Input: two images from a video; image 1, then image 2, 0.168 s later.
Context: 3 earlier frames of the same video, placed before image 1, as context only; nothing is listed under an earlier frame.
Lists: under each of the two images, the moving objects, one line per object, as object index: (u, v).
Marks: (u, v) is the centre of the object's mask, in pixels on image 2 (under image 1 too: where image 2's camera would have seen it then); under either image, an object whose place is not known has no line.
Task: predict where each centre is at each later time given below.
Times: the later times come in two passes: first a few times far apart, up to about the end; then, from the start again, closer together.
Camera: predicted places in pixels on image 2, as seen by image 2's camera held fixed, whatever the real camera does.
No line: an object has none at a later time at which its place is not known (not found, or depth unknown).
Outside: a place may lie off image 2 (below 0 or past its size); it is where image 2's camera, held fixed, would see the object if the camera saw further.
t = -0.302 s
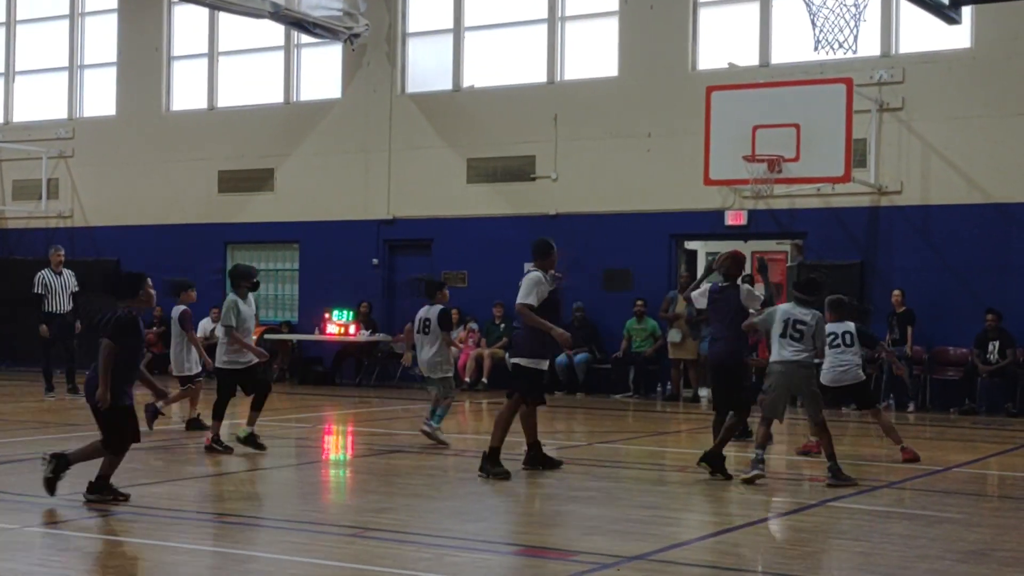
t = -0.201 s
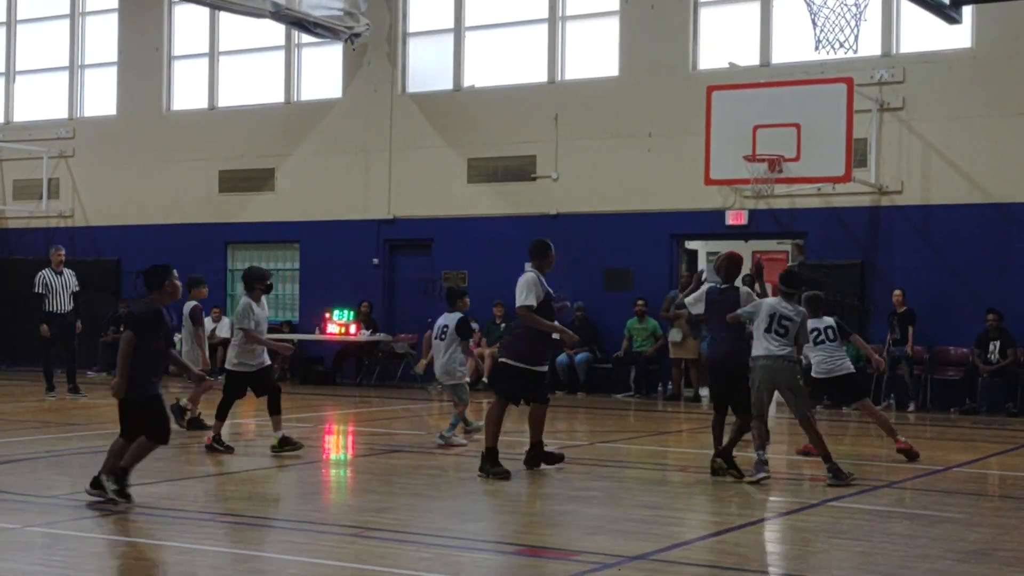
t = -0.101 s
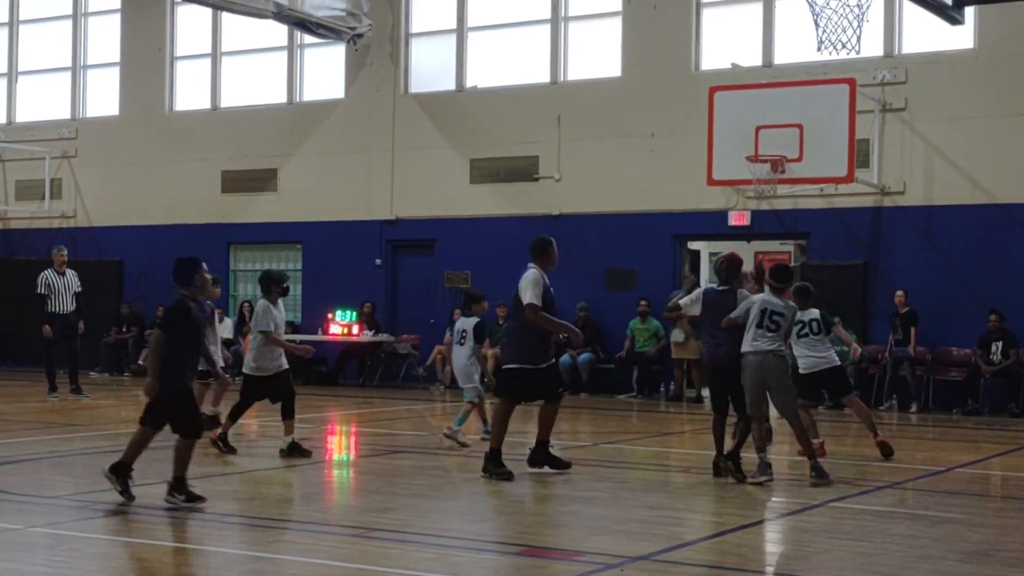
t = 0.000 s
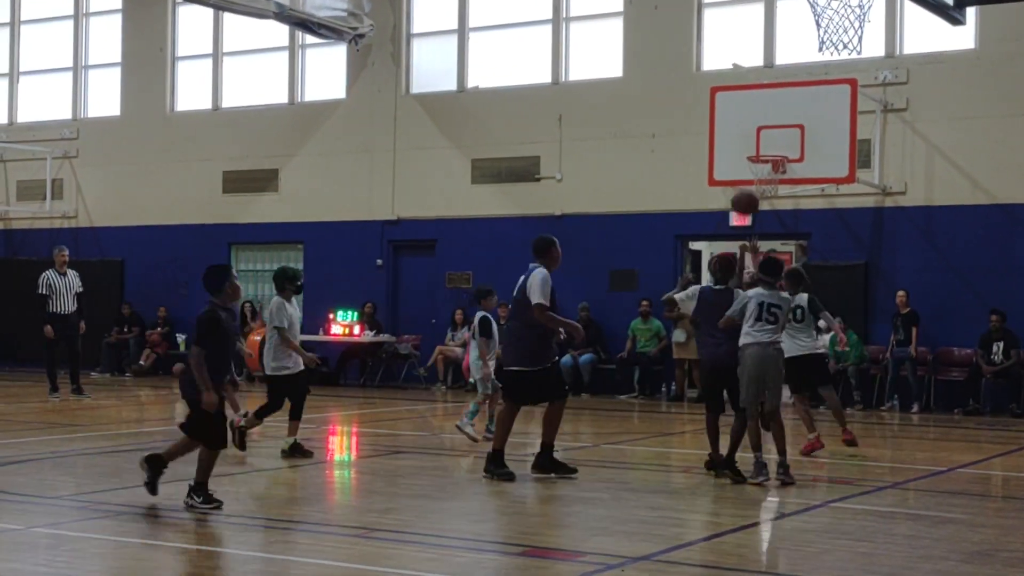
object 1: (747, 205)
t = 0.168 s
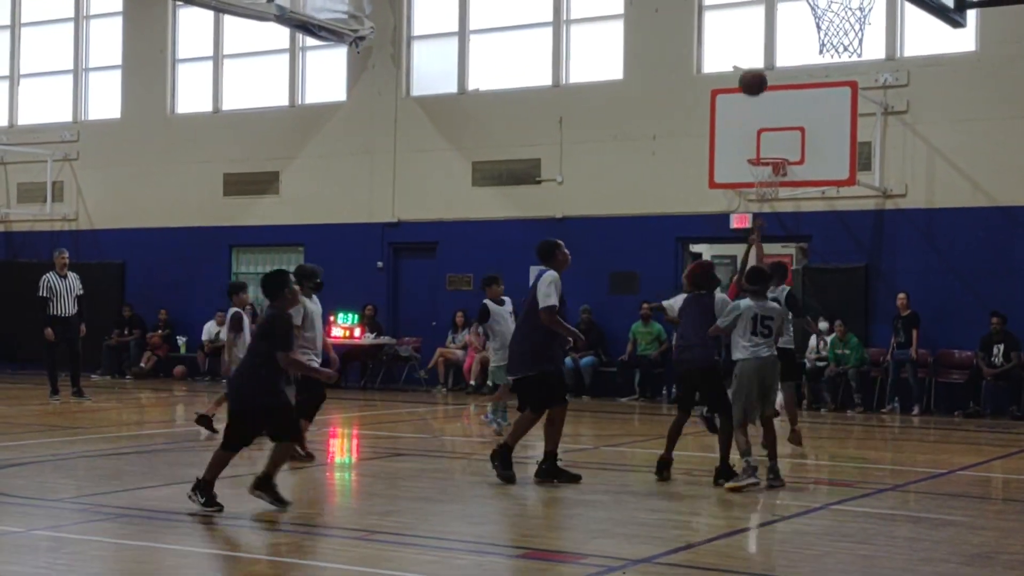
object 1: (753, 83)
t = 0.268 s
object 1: (757, 18)
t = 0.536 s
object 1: (767, -107)
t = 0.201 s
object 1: (754, 60)
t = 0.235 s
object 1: (756, 38)
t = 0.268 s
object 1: (757, 18)
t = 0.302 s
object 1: (758, 2)
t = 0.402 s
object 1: (759, -52)
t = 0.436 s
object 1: (761, -69)
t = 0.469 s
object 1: (763, -82)
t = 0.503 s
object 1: (763, -95)
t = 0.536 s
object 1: (767, -107)
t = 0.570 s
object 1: (769, -116)
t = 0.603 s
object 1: (770, -125)
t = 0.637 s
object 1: (771, -131)
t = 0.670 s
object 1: (773, -137)
